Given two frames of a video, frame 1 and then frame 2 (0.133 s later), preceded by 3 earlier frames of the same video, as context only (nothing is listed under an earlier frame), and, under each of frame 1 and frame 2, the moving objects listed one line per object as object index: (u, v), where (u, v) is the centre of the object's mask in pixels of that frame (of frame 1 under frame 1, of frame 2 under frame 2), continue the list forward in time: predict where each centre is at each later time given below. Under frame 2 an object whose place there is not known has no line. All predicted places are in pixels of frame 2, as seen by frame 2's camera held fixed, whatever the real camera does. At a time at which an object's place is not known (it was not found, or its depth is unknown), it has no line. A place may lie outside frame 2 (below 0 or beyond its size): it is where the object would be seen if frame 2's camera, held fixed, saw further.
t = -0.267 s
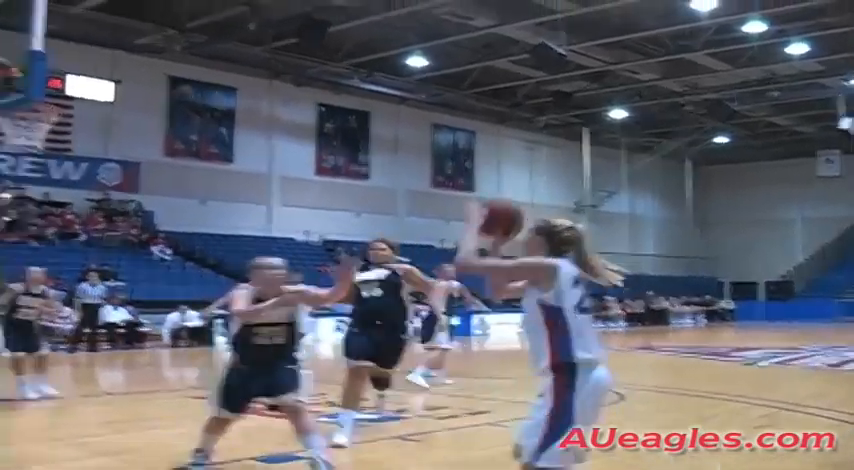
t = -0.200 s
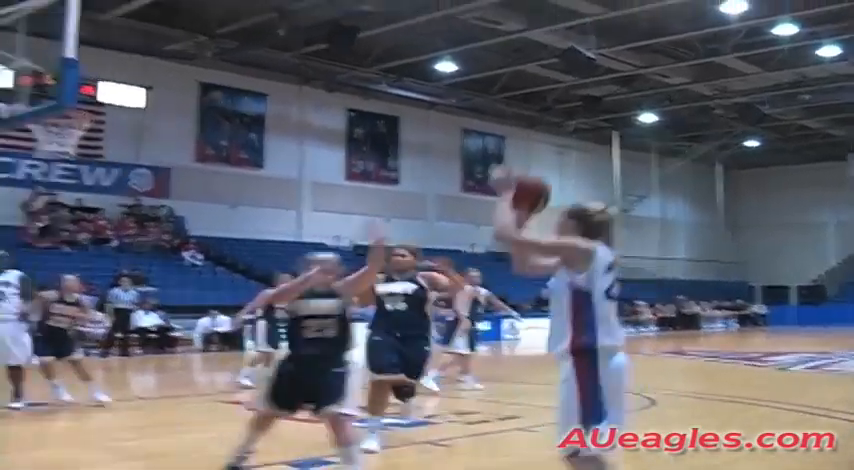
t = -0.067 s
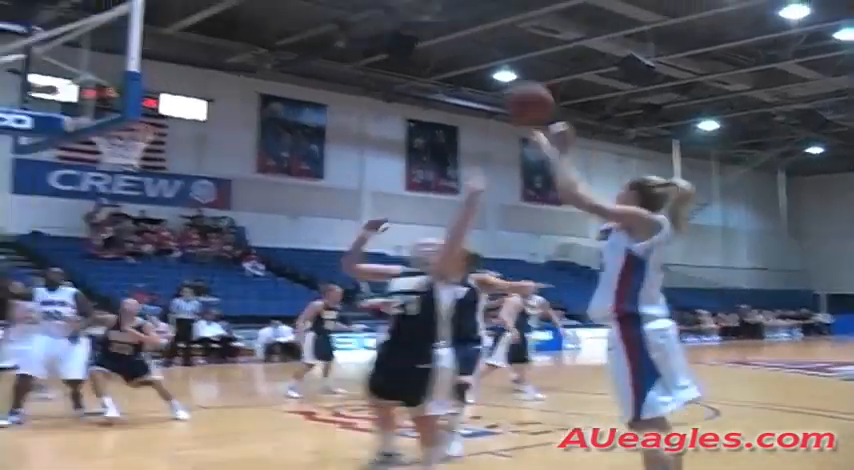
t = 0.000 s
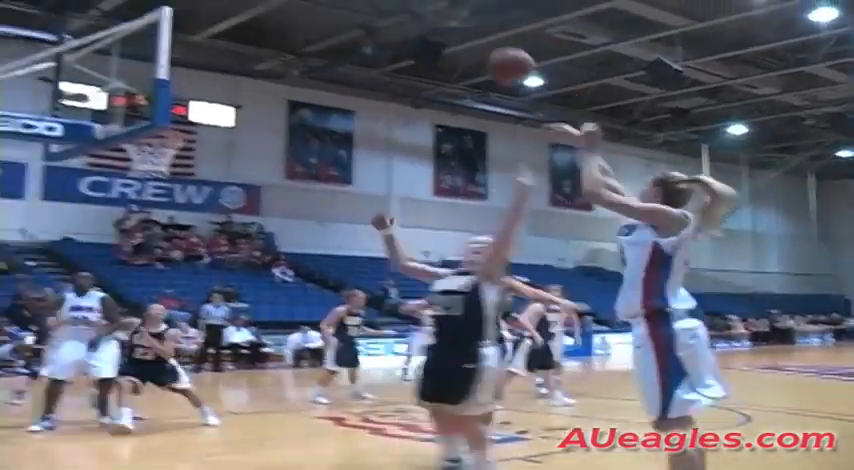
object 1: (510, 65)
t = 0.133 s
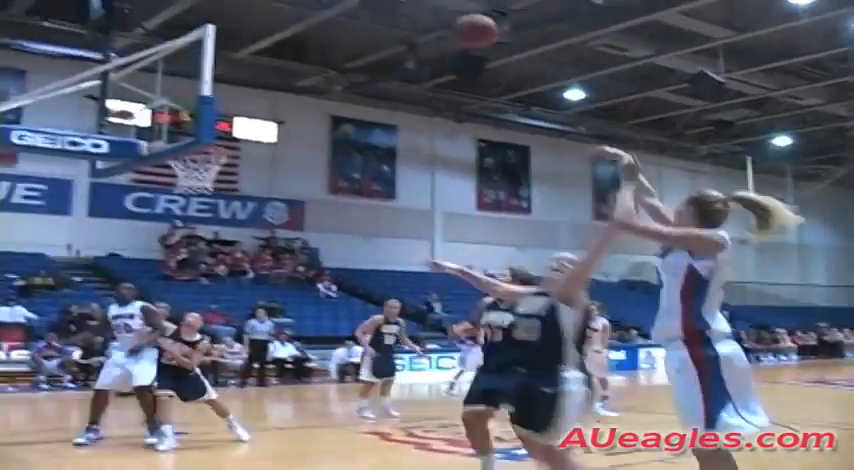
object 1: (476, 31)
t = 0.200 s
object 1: (440, 16)
